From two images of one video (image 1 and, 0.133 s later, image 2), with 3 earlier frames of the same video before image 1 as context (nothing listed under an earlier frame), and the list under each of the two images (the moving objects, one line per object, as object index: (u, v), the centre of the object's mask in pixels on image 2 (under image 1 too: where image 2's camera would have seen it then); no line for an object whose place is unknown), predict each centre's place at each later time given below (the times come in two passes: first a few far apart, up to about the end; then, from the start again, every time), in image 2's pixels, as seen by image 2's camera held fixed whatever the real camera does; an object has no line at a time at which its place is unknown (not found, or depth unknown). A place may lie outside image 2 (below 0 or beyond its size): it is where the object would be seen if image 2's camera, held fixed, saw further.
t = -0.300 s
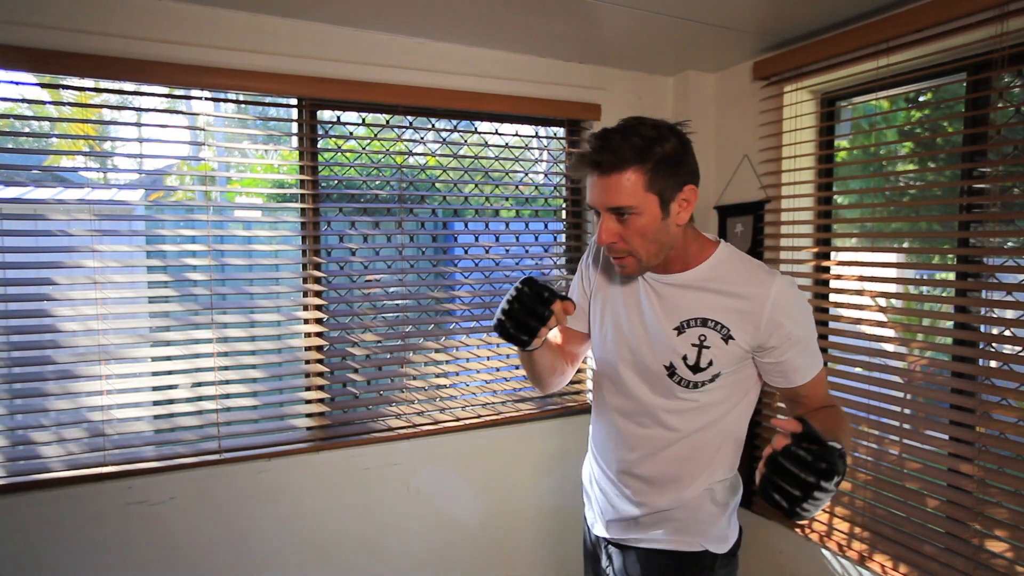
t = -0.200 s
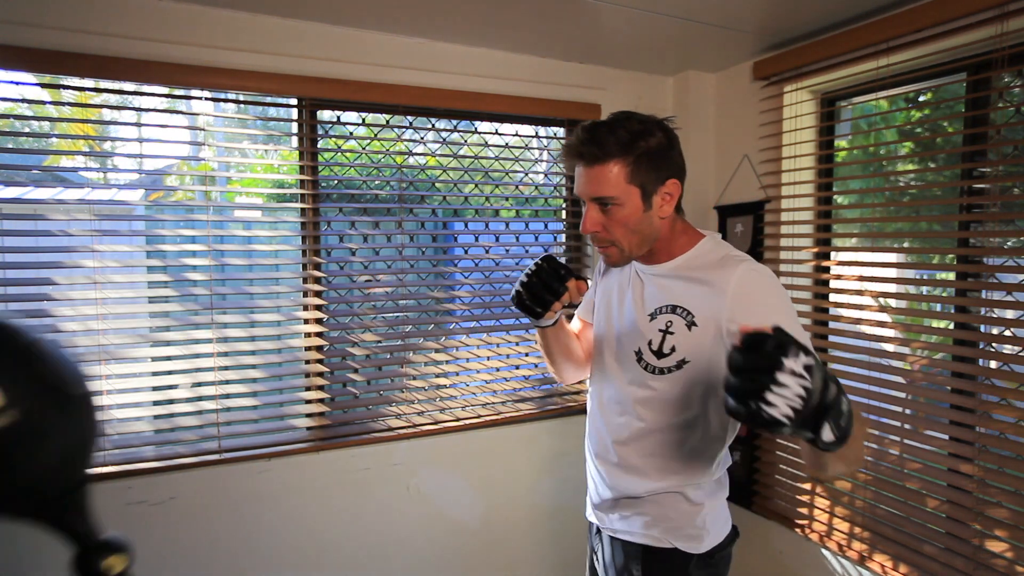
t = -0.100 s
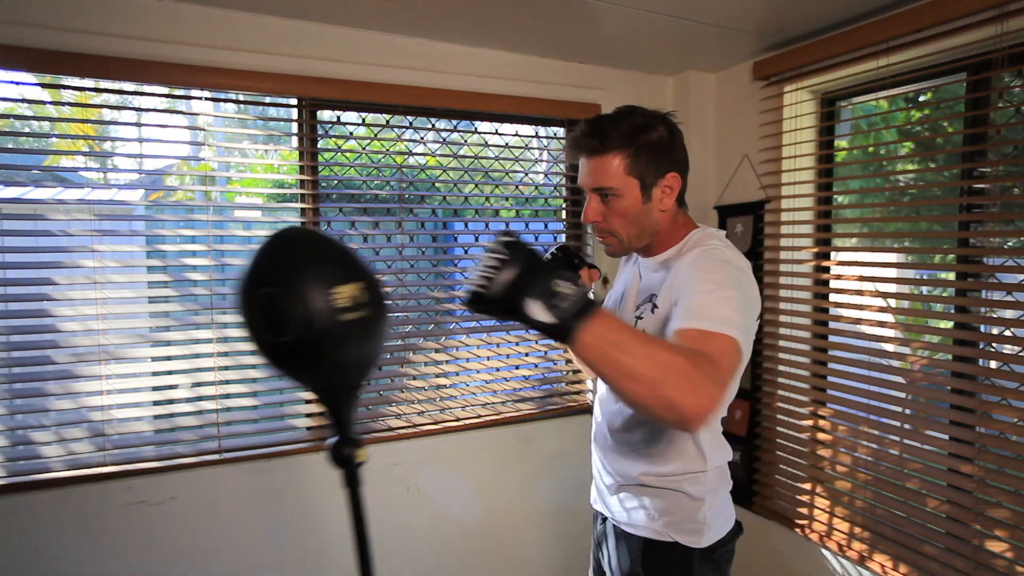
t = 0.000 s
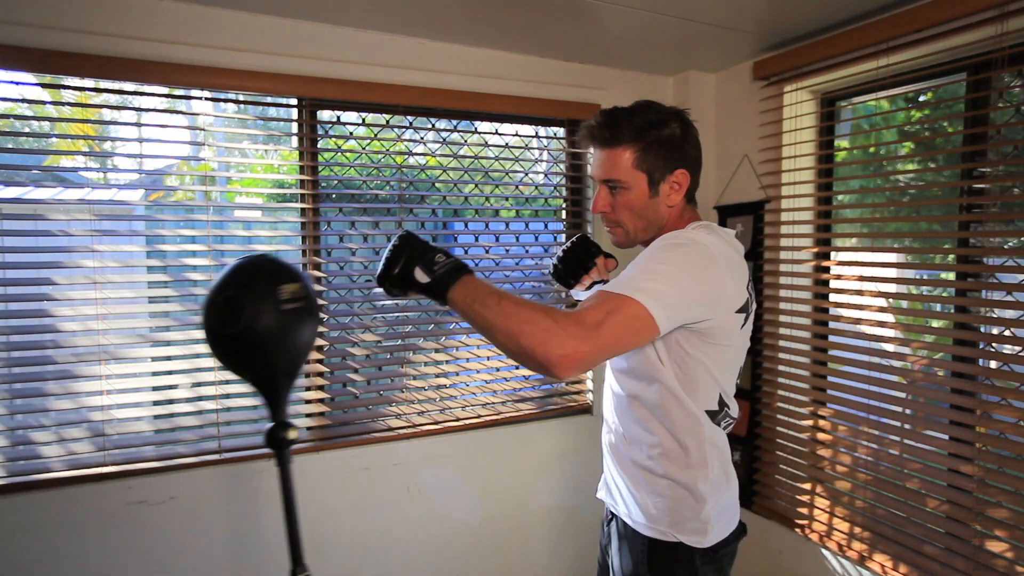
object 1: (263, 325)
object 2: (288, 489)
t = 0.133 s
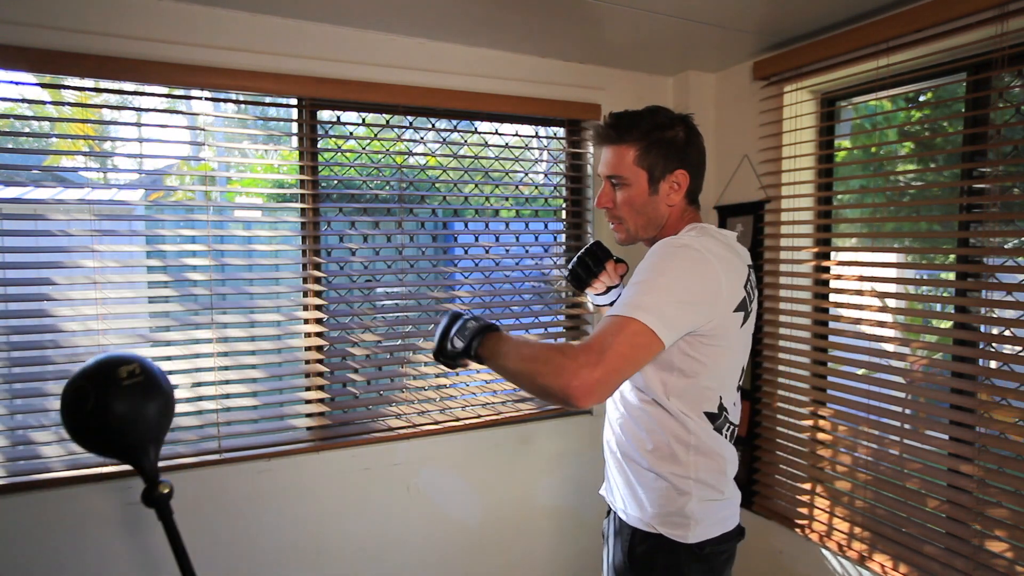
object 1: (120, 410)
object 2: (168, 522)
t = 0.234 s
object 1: (82, 443)
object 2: (133, 536)
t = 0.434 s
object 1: (140, 364)
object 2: (201, 504)
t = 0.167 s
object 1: (102, 427)
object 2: (152, 529)
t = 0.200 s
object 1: (90, 438)
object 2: (140, 534)
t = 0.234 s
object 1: (82, 443)
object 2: (133, 536)
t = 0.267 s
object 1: (78, 441)
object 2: (131, 536)
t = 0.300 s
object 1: (79, 434)
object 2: (134, 532)
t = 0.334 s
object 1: (85, 422)
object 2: (143, 527)
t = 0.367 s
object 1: (96, 404)
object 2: (156, 519)
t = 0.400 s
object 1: (114, 385)
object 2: (175, 512)
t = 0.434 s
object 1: (140, 364)
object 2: (201, 504)
